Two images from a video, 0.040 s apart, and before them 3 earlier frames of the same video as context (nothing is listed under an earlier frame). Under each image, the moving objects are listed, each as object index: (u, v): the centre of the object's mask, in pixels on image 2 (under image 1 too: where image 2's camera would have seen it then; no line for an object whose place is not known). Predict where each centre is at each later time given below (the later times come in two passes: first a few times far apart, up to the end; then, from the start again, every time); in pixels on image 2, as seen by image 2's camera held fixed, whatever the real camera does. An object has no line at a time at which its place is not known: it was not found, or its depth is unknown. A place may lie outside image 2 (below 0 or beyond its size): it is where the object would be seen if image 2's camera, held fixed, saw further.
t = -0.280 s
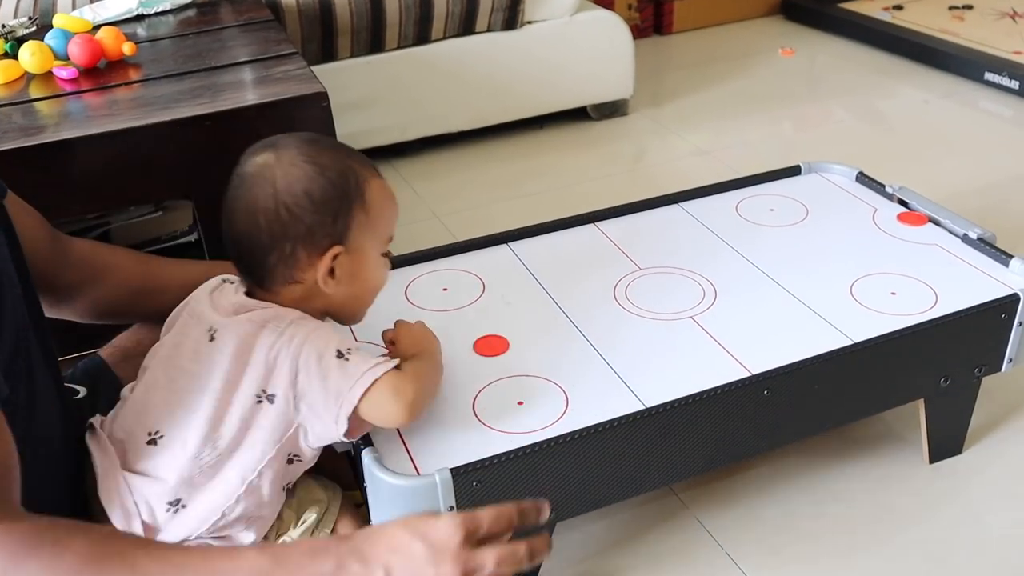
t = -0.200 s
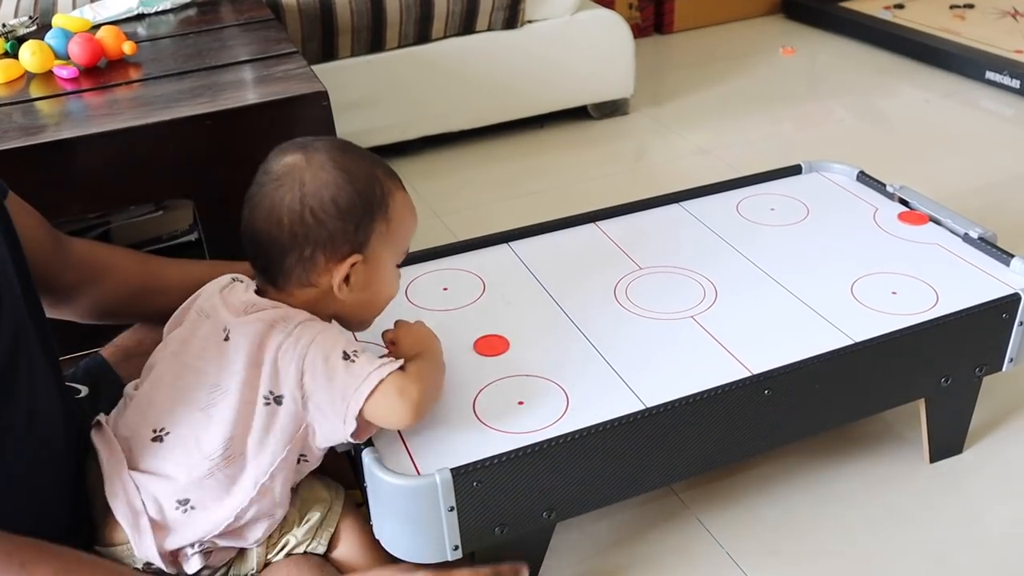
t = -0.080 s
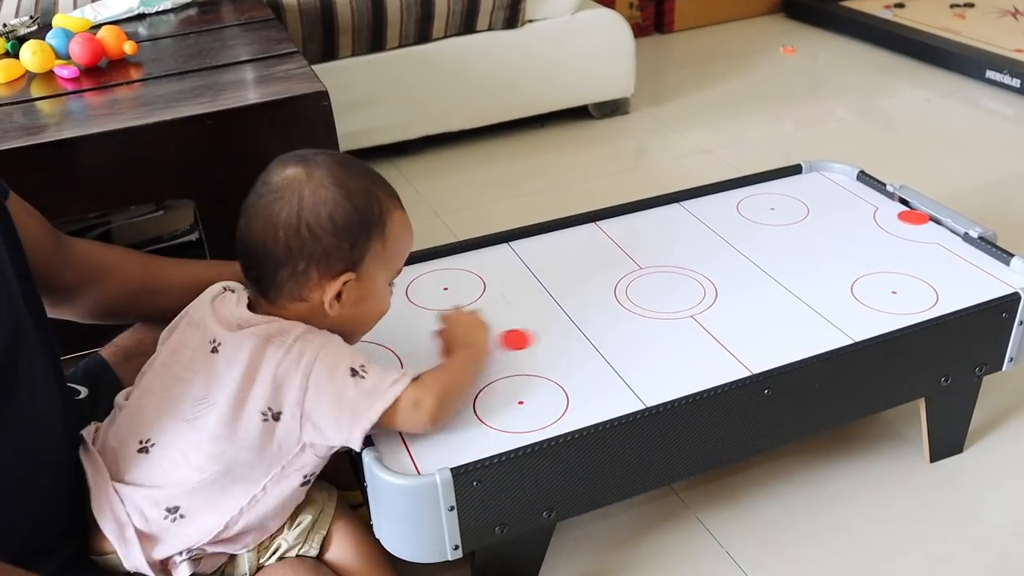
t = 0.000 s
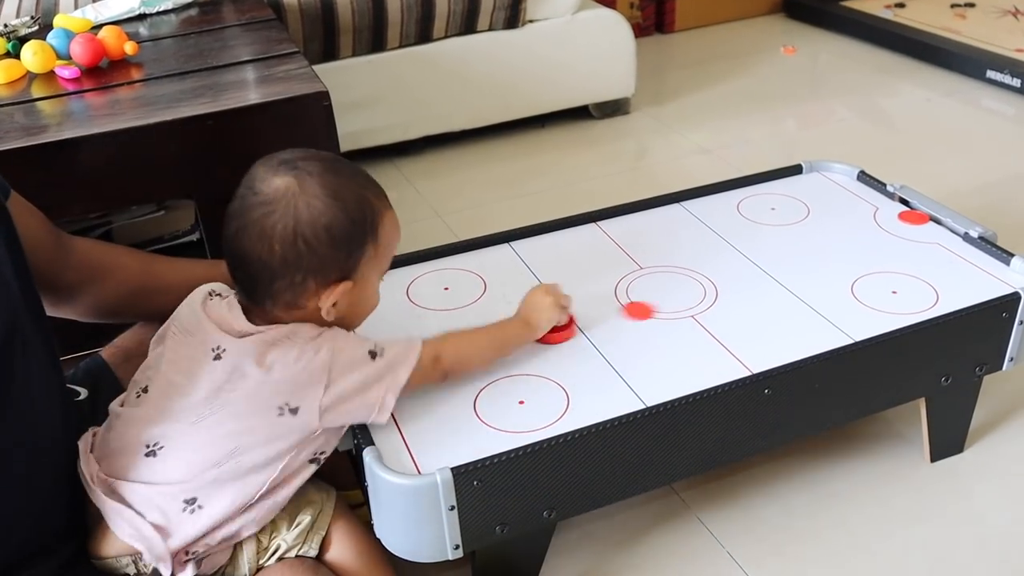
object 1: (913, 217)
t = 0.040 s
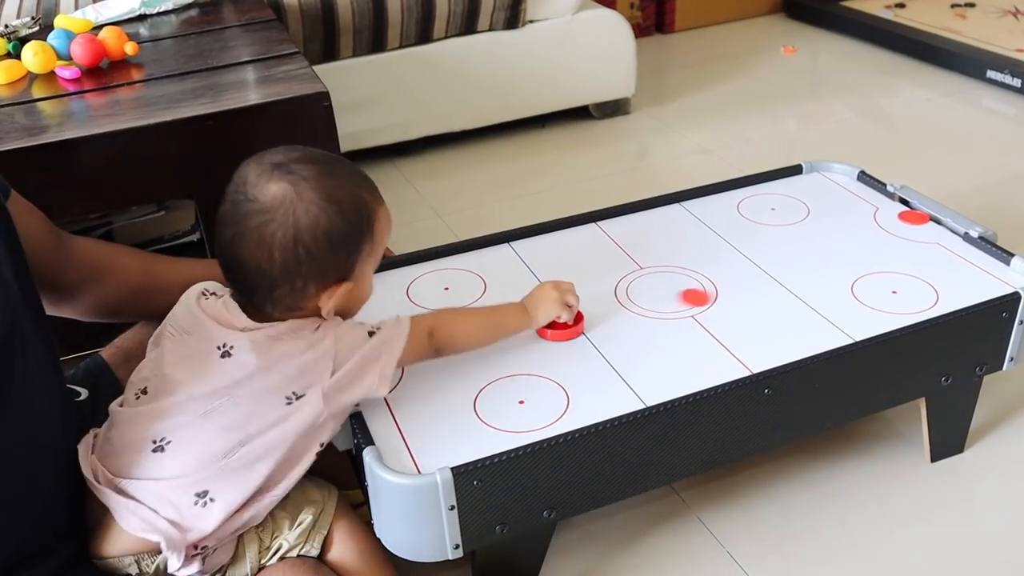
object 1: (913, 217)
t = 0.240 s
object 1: (913, 217)
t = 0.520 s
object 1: (879, 237)
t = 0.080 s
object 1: (913, 217)
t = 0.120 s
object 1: (913, 217)
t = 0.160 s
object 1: (913, 217)
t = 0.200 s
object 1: (913, 217)
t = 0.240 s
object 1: (913, 217)
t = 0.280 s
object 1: (907, 213)
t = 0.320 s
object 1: (897, 211)
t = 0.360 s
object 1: (894, 216)
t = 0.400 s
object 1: (890, 221)
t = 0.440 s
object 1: (887, 226)
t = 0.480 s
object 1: (883, 231)
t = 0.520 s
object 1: (879, 237)
